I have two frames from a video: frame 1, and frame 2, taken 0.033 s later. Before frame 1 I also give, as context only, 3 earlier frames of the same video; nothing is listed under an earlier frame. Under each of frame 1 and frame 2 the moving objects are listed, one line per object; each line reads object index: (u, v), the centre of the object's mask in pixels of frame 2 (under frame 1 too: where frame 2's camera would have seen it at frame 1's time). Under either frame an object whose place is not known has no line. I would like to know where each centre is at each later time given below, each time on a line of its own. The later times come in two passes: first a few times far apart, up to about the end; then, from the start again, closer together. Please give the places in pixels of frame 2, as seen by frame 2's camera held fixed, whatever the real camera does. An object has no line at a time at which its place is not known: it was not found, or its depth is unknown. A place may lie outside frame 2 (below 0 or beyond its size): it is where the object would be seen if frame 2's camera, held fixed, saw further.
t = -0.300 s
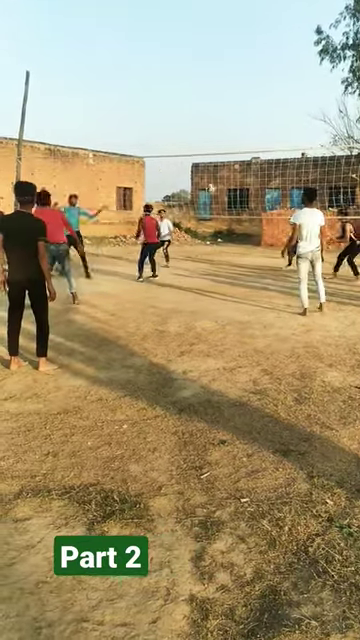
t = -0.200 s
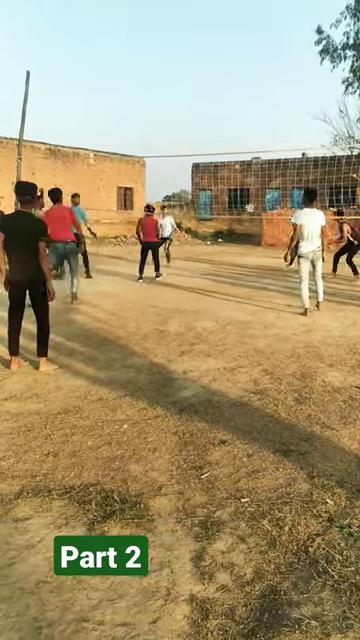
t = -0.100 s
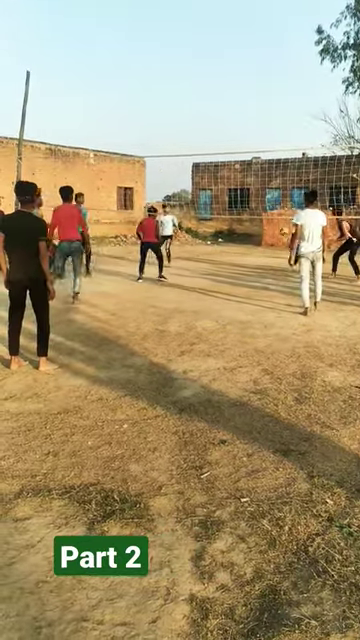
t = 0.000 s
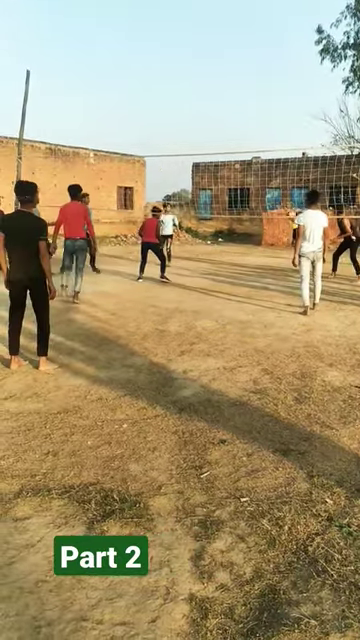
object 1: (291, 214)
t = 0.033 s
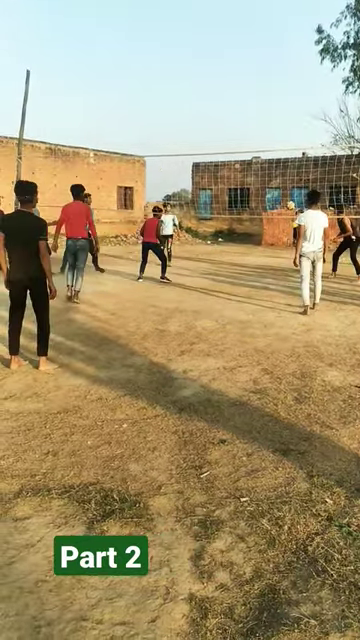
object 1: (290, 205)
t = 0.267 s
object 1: (283, 155)
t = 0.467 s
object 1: (279, 127)
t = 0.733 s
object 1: (271, 120)
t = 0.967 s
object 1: (261, 145)
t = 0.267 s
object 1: (283, 155)
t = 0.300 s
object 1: (283, 148)
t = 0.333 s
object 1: (282, 143)
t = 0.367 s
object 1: (282, 138)
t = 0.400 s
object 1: (281, 134)
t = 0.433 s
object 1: (280, 131)
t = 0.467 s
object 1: (279, 127)
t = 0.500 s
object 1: (278, 124)
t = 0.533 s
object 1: (277, 122)
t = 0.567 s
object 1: (276, 121)
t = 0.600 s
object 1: (275, 120)
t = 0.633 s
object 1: (274, 119)
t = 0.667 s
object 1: (273, 119)
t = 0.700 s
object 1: (272, 119)
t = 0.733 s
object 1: (271, 120)
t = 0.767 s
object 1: (269, 122)
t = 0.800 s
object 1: (268, 125)
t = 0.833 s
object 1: (267, 127)
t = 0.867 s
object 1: (265, 131)
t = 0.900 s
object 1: (265, 135)
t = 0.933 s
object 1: (263, 139)
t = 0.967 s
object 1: (261, 145)
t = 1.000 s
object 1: (259, 150)
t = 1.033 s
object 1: (257, 156)
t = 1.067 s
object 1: (257, 162)
